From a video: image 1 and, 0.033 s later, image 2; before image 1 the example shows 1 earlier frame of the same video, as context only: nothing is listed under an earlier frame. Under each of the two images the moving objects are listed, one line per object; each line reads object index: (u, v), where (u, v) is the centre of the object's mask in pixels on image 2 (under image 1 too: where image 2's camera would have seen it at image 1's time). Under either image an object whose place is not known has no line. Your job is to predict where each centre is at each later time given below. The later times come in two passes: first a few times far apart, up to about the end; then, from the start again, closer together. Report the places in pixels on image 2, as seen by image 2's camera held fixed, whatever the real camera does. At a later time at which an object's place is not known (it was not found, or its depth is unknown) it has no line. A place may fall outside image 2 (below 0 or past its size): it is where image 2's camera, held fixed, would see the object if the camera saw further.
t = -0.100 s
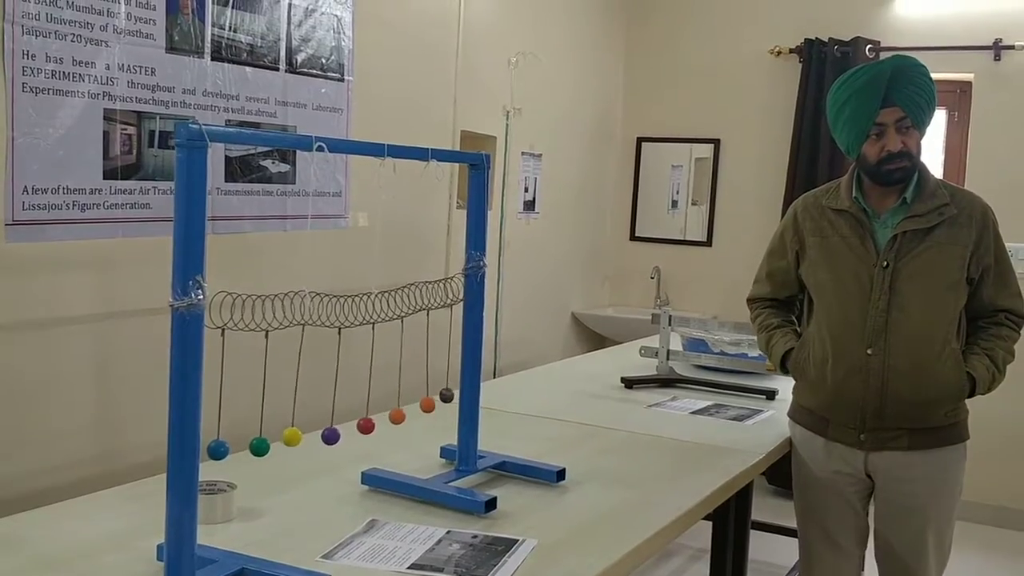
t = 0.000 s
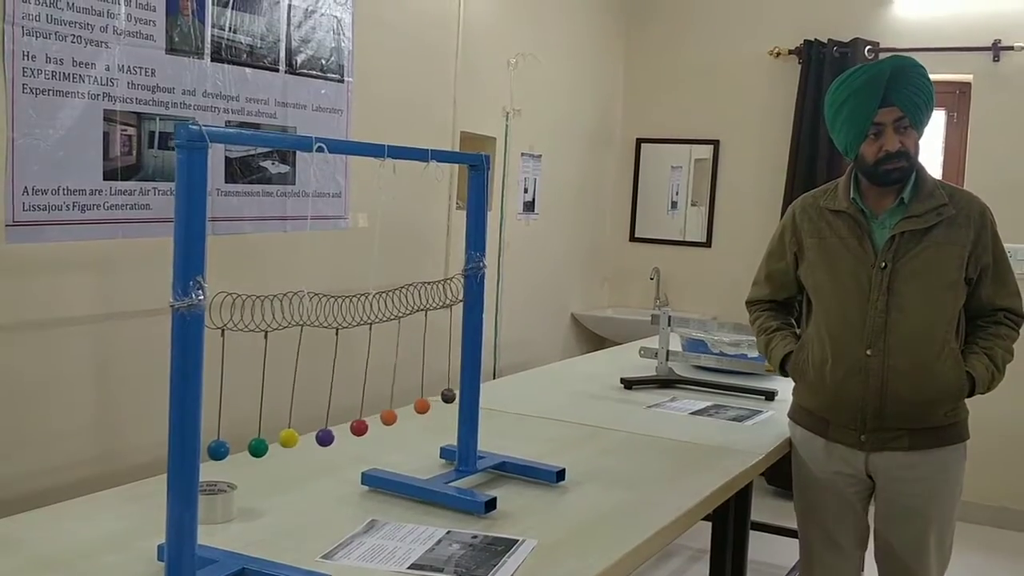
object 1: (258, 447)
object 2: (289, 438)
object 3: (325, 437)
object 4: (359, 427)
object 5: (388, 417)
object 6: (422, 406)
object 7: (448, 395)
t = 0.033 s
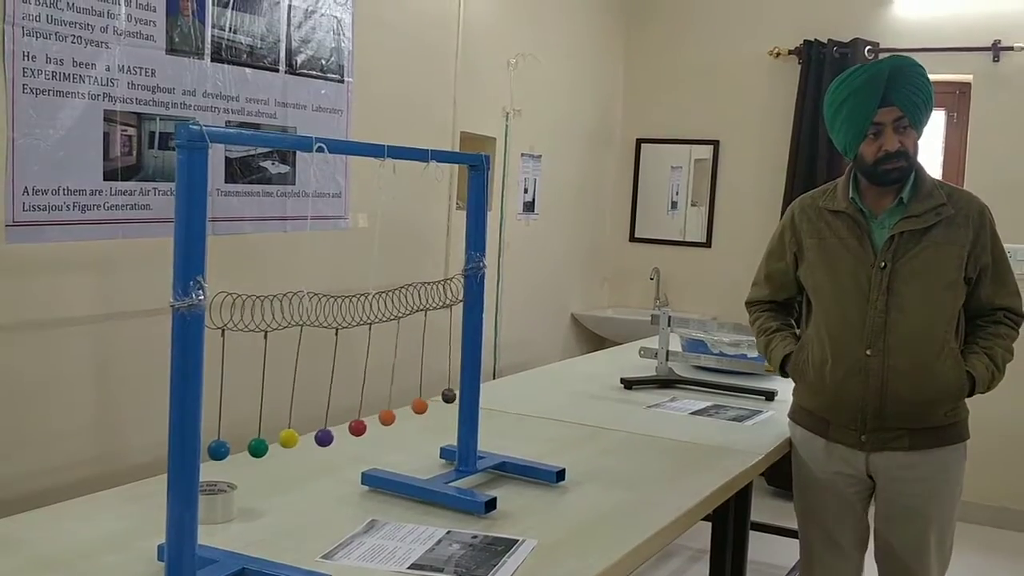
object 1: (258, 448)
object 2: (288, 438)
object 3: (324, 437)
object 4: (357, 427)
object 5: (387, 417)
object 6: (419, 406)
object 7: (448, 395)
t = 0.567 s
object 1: (271, 445)
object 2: (312, 432)
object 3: (351, 430)
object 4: (384, 418)
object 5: (413, 408)
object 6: (433, 400)
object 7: (446, 393)
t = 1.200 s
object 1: (263, 448)
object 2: (300, 438)
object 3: (328, 437)
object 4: (359, 426)
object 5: (389, 415)
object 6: (414, 404)
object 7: (444, 393)
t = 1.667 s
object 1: (269, 444)
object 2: (308, 431)
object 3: (348, 429)
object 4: (383, 420)
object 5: (409, 412)
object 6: (434, 402)
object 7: (454, 393)
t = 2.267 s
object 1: (265, 446)
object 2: (300, 436)
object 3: (335, 435)
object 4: (368, 423)
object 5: (398, 413)
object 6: (424, 402)
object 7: (442, 393)
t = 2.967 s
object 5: (390, 414)
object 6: (417, 403)
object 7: (441, 393)
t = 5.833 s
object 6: (422, 403)
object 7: (450, 392)
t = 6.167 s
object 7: (446, 392)
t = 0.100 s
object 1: (259, 447)
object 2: (290, 438)
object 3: (324, 438)
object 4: (356, 427)
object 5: (384, 417)
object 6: (416, 406)
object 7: (449, 395)
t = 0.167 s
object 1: (261, 448)
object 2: (295, 438)
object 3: (326, 437)
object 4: (358, 427)
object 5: (385, 416)
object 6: (414, 405)
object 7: (449, 394)
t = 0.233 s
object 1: (263, 448)
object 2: (300, 438)
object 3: (330, 437)
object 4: (361, 427)
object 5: (388, 415)
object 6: (414, 404)
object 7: (449, 394)
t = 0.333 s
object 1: (267, 447)
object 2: (308, 436)
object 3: (339, 436)
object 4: (369, 425)
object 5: (396, 413)
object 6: (418, 402)
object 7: (447, 393)
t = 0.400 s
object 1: (269, 447)
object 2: (312, 434)
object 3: (344, 434)
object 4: (375, 423)
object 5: (403, 410)
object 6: (422, 401)
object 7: (446, 393)
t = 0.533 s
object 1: (271, 445)
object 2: (313, 432)
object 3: (350, 431)
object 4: (383, 418)
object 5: (412, 408)
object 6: (431, 400)
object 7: (445, 393)
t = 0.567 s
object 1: (271, 445)
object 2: (312, 432)
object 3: (351, 430)
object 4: (384, 418)
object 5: (413, 408)
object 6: (433, 400)
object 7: (446, 393)
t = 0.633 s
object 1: (270, 445)
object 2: (310, 432)
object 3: (350, 430)
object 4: (384, 418)
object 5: (412, 409)
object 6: (435, 401)
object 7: (447, 393)
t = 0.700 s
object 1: (268, 445)
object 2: (306, 433)
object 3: (347, 431)
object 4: (381, 420)
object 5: (410, 411)
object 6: (434, 402)
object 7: (448, 394)
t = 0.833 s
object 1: (263, 446)
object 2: (298, 436)
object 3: (337, 434)
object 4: (371, 425)
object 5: (399, 416)
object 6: (428, 405)
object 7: (451, 394)
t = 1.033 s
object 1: (260, 448)
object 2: (294, 438)
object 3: (325, 438)
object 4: (357, 428)
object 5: (384, 417)
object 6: (414, 406)
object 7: (449, 394)
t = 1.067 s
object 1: (261, 448)
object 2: (295, 439)
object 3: (324, 438)
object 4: (356, 427)
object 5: (384, 417)
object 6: (412, 405)
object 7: (448, 394)
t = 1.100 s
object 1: (261, 448)
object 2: (296, 439)
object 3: (324, 438)
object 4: (356, 427)
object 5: (384, 416)
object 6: (412, 405)
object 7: (447, 394)
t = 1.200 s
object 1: (263, 448)
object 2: (300, 438)
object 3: (328, 437)
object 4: (359, 426)
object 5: (389, 415)
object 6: (414, 404)
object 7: (444, 393)
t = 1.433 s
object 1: (269, 445)
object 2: (308, 433)
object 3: (346, 431)
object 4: (379, 419)
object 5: (408, 410)
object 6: (430, 400)
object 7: (445, 393)
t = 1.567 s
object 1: (270, 444)
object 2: (309, 431)
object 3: (351, 428)
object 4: (385, 417)
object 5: (412, 410)
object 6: (435, 401)
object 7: (450, 393)
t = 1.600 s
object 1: (270, 444)
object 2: (309, 431)
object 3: (350, 428)
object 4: (385, 418)
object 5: (411, 411)
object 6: (435, 401)
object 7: (452, 393)
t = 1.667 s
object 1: (269, 444)
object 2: (308, 431)
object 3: (348, 429)
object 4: (383, 420)
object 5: (409, 412)
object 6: (434, 402)
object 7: (454, 393)
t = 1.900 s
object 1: (264, 447)
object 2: (300, 437)
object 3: (332, 437)
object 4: (363, 427)
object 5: (391, 415)
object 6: (417, 405)
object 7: (450, 393)
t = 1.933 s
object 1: (263, 447)
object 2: (299, 437)
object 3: (329, 437)
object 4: (361, 427)
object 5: (389, 416)
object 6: (415, 405)
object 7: (448, 393)
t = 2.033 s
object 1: (263, 448)
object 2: (297, 438)
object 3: (326, 438)
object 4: (356, 427)
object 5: (387, 415)
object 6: (413, 404)
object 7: (443, 393)
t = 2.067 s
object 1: (263, 448)
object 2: (297, 438)
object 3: (325, 438)
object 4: (356, 426)
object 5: (387, 415)
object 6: (413, 404)
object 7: (442, 393)
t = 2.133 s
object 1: (263, 447)
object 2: (297, 438)
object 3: (326, 437)
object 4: (357, 426)
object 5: (389, 415)
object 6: (415, 404)
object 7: (440, 393)
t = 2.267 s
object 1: (265, 446)
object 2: (300, 436)
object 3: (335, 435)
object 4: (368, 423)
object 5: (398, 413)
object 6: (424, 402)
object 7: (442, 393)
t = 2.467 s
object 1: (270, 443)
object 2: (309, 430)
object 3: (349, 427)
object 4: (384, 417)
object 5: (410, 410)
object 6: (434, 400)
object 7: (453, 392)
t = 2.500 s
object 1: (270, 442)
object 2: (310, 430)
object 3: (350, 426)
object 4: (385, 418)
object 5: (410, 410)
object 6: (434, 400)
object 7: (455, 392)
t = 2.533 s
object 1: (270, 442)
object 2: (311, 429)
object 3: (351, 426)
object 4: (385, 418)
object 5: (410, 410)
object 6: (434, 401)
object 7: (456, 392)
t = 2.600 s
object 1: (270, 442)
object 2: (312, 429)
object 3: (351, 427)
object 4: (385, 419)
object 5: (410, 411)
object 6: (433, 401)
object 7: (456, 392)
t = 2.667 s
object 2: (312, 430)
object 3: (349, 429)
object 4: (382, 421)
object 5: (407, 412)
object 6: (430, 402)
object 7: (456, 391)
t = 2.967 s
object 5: (390, 414)
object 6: (417, 403)
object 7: (441, 393)
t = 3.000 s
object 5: (390, 414)
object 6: (416, 403)
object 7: (440, 393)
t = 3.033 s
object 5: (390, 414)
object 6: (417, 403)
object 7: (440, 393)
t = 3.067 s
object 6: (417, 403)
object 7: (440, 393)
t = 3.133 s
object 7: (443, 393)
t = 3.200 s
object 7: (446, 393)
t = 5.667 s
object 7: (446, 392)
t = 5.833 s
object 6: (422, 403)
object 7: (450, 392)
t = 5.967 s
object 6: (420, 404)
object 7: (451, 392)
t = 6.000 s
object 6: (420, 404)
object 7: (451, 392)
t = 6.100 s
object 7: (448, 392)
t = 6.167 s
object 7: (446, 392)
